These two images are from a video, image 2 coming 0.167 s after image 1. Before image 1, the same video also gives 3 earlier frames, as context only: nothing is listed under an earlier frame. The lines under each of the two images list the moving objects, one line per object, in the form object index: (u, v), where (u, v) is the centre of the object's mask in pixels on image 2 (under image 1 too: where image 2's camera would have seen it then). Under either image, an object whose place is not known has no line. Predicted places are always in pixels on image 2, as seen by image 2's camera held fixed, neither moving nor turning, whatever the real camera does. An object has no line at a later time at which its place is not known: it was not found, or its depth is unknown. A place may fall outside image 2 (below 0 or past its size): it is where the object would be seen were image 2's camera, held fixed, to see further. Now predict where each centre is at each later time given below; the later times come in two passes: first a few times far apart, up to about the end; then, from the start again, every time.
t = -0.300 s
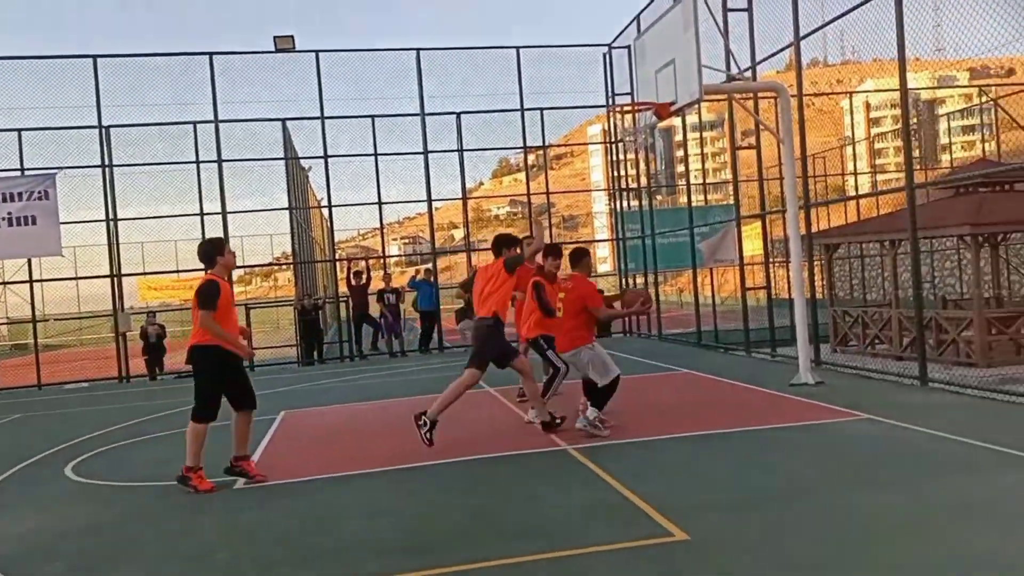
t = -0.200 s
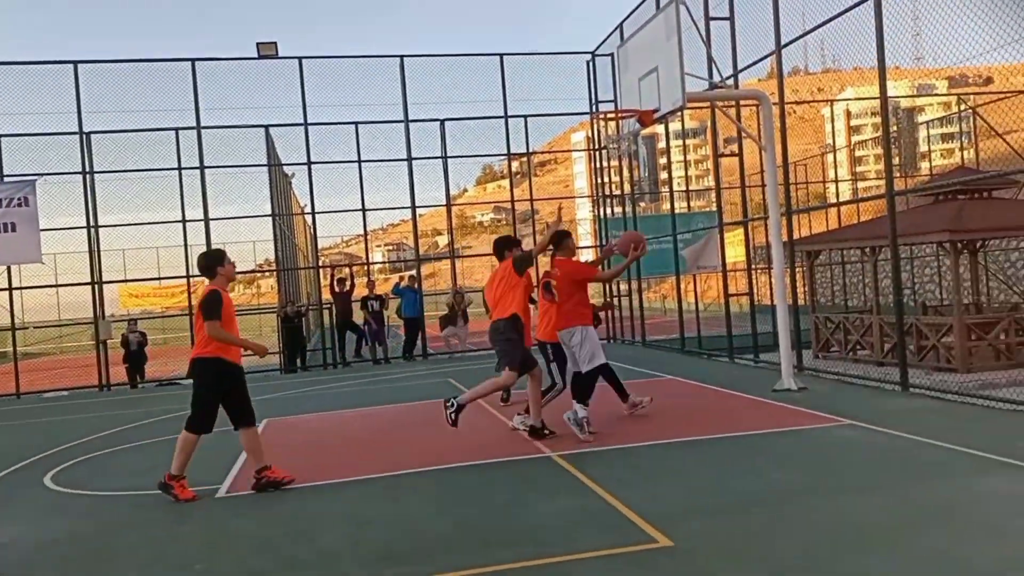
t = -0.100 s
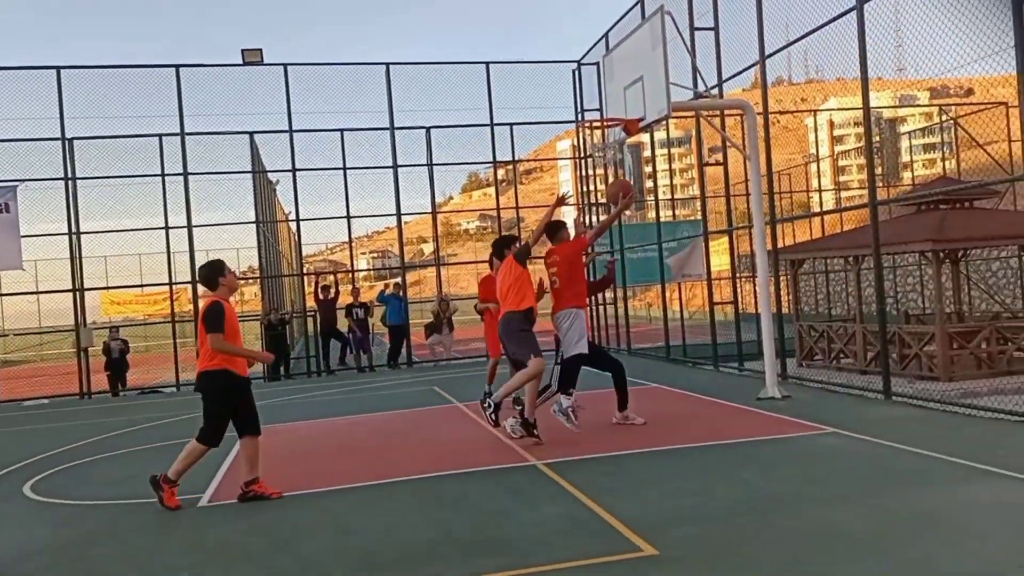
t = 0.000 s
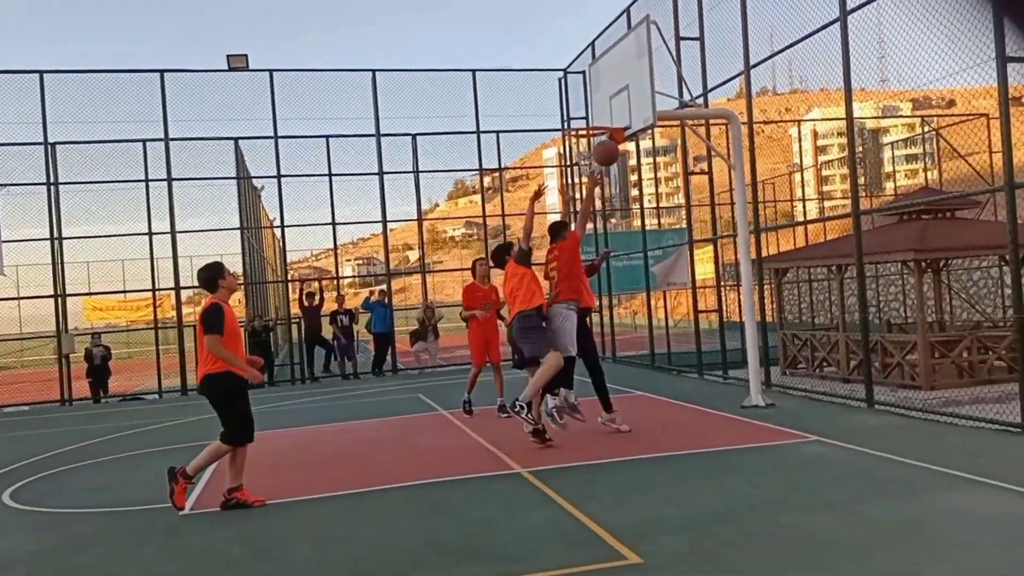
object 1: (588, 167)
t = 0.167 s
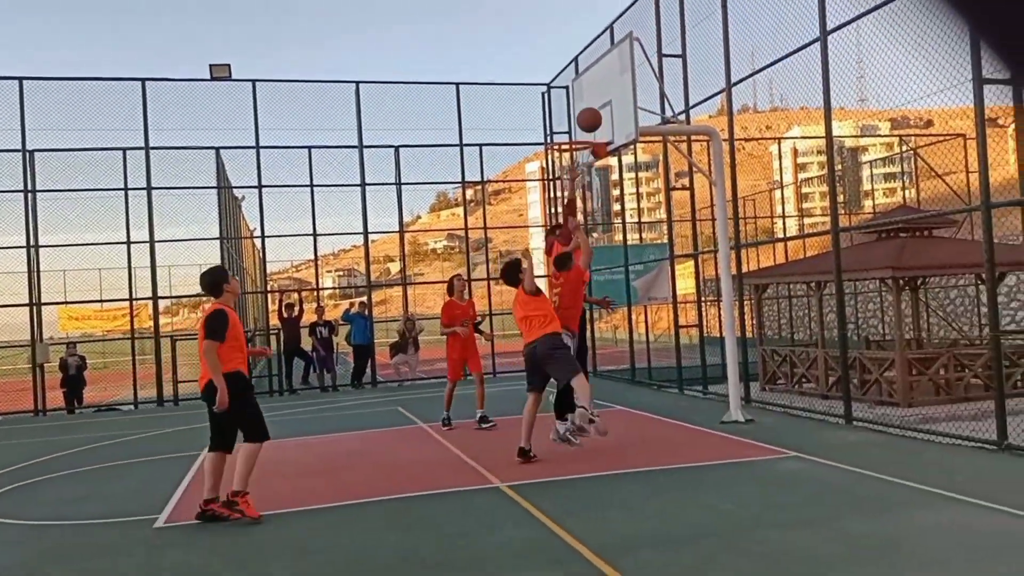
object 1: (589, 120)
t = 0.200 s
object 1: (590, 115)
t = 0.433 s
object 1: (594, 110)
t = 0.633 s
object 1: (567, 134)
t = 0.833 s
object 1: (540, 123)
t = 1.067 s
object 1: (508, 154)
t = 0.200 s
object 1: (590, 115)
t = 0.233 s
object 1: (590, 110)
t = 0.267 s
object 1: (591, 108)
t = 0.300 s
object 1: (591, 106)
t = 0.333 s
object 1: (592, 106)
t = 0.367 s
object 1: (592, 106)
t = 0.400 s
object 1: (593, 108)
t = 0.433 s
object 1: (594, 110)
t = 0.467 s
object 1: (594, 114)
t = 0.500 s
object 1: (588, 118)
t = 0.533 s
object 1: (583, 122)
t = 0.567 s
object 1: (577, 128)
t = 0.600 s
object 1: (572, 133)
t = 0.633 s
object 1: (567, 134)
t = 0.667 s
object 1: (562, 131)
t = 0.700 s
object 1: (558, 128)
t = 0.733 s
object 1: (553, 125)
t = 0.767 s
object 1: (548, 123)
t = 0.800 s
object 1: (544, 123)
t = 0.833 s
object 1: (540, 123)
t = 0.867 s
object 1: (535, 124)
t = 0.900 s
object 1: (530, 126)
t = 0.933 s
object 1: (526, 130)
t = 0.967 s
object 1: (522, 134)
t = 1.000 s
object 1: (517, 140)
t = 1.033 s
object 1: (513, 147)
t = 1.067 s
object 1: (508, 154)
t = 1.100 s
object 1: (504, 164)
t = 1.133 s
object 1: (500, 174)
